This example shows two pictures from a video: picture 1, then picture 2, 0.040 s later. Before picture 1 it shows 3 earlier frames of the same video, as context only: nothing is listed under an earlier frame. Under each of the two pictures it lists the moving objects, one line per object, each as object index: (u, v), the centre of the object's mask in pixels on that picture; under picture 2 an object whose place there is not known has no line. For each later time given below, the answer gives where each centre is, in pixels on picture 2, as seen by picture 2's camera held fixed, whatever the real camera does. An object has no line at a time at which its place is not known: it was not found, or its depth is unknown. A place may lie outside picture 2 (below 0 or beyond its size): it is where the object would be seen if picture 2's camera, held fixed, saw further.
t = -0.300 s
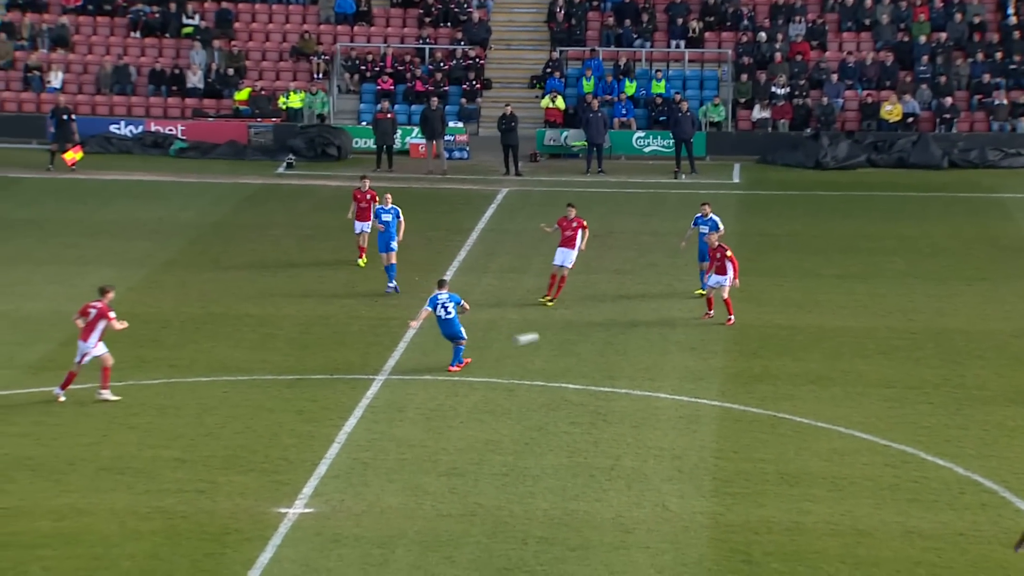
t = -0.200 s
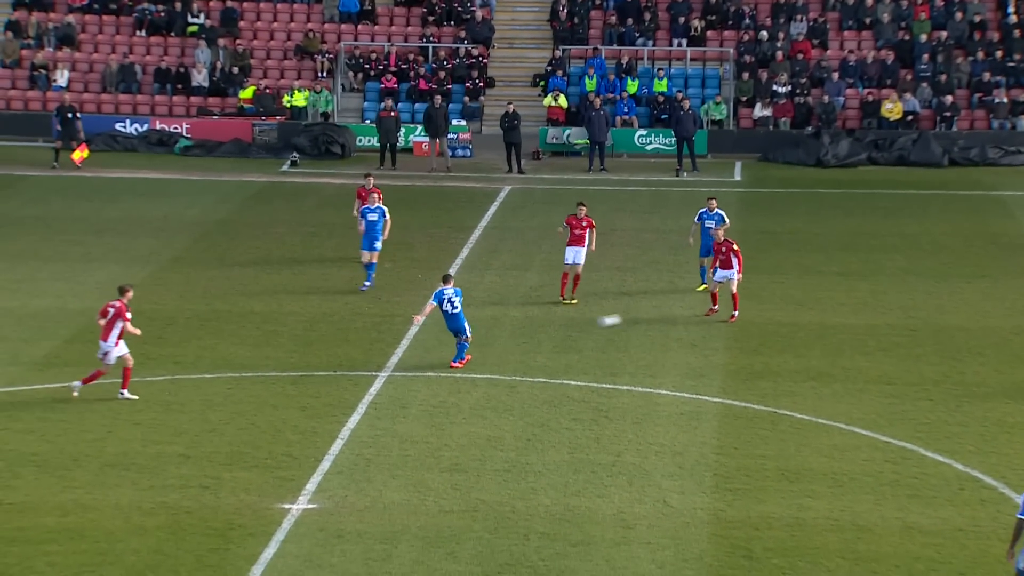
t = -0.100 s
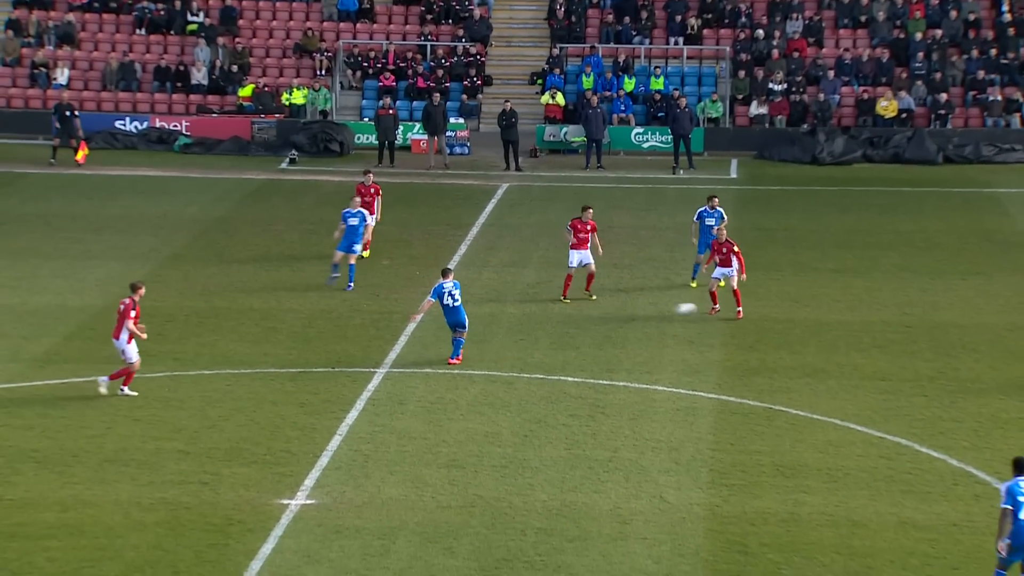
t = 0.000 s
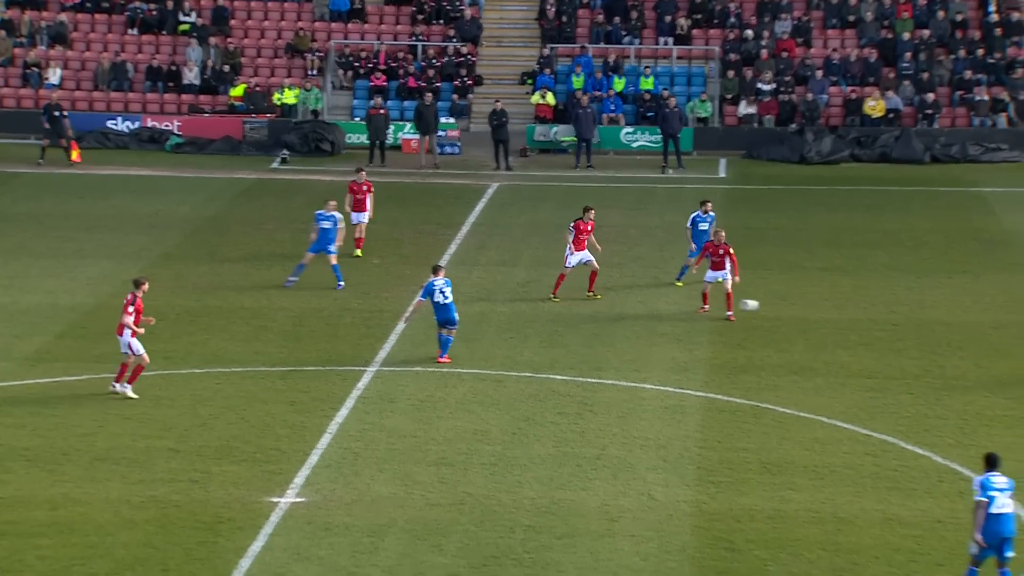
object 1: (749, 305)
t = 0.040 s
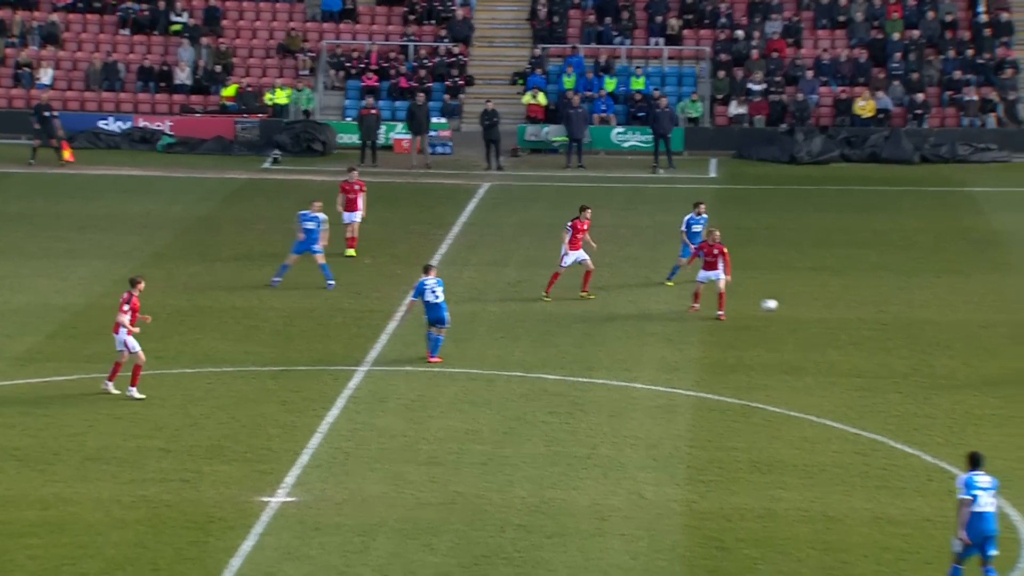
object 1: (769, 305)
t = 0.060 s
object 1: (783, 305)
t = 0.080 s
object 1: (797, 306)
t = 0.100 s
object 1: (813, 307)
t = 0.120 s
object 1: (826, 309)
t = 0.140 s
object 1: (840, 310)
